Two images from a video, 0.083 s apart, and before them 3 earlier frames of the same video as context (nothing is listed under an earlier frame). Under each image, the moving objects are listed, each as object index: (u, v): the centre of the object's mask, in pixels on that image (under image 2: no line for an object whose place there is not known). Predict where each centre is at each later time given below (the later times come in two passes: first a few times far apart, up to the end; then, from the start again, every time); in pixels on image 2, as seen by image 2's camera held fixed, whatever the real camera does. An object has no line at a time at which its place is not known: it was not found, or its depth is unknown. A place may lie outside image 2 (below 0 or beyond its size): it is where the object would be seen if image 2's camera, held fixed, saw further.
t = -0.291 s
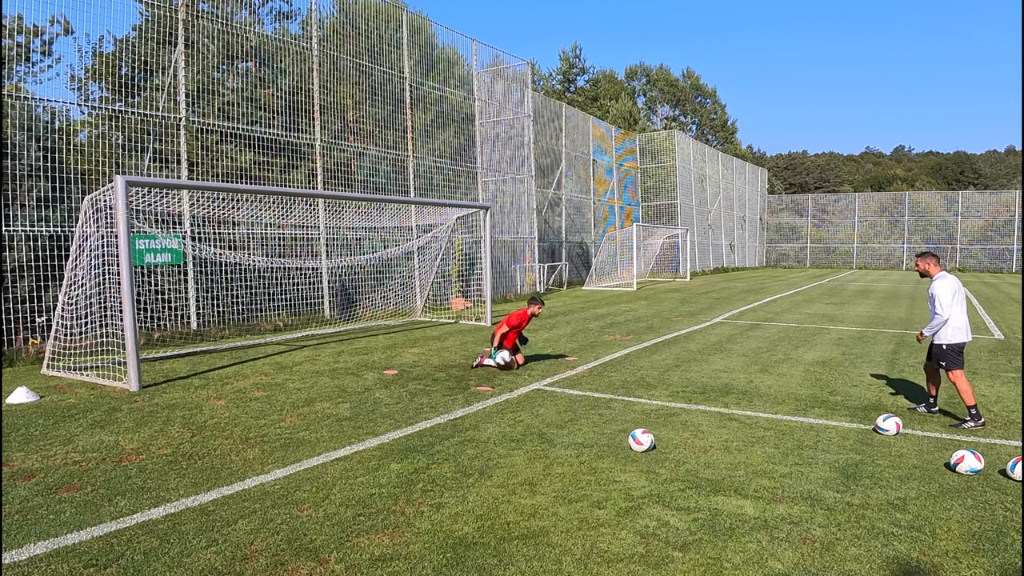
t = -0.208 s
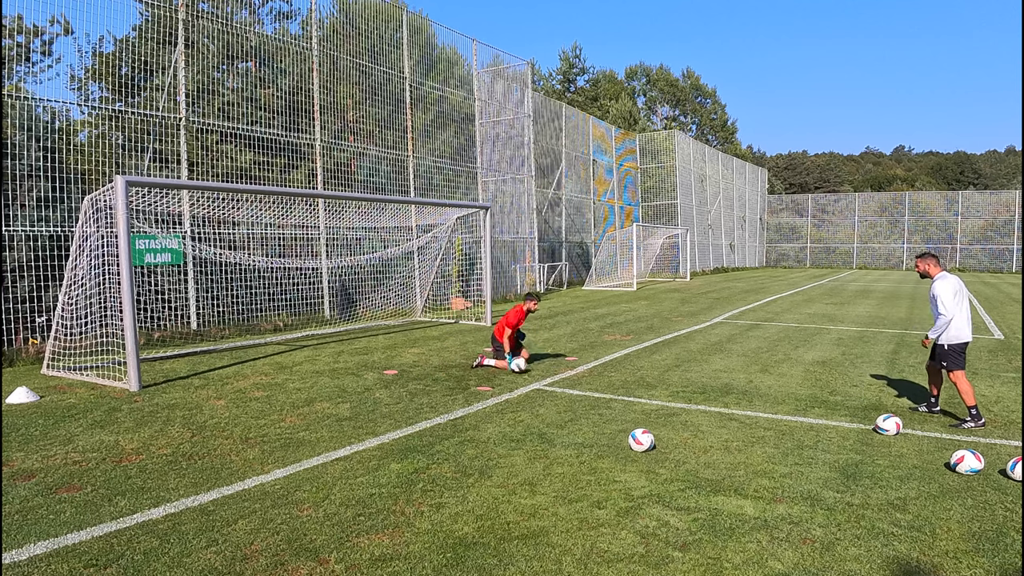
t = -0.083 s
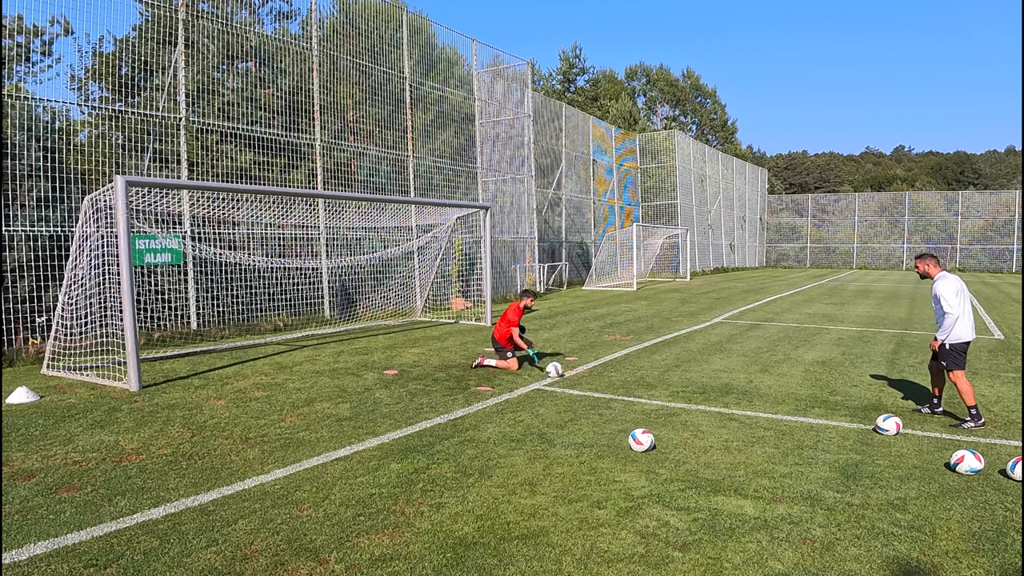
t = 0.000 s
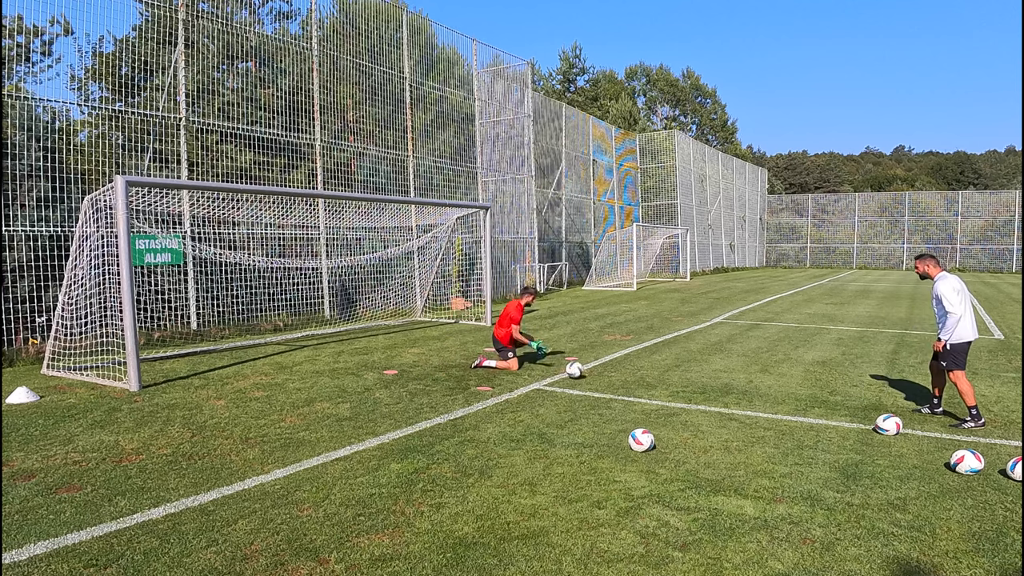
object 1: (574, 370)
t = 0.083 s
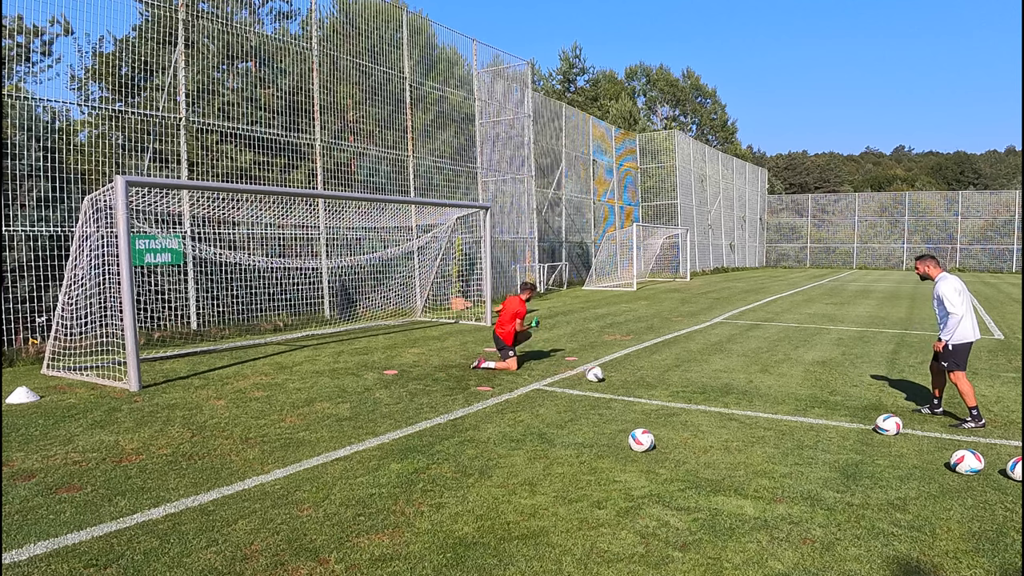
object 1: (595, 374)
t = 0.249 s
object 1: (633, 379)
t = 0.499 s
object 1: (691, 385)
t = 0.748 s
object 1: (748, 391)
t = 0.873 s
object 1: (776, 393)
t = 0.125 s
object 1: (605, 376)
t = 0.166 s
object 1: (614, 377)
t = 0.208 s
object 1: (624, 378)
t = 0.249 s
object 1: (633, 379)
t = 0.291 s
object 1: (643, 380)
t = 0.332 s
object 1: (652, 381)
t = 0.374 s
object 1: (662, 382)
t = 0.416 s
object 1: (671, 383)
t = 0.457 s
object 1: (681, 384)
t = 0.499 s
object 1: (691, 385)
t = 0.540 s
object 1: (700, 386)
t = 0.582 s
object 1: (710, 387)
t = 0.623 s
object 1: (720, 387)
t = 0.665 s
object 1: (729, 388)
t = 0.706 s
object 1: (738, 389)
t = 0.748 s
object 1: (748, 391)
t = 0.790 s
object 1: (758, 391)
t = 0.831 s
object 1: (767, 392)
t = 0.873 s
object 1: (776, 393)
